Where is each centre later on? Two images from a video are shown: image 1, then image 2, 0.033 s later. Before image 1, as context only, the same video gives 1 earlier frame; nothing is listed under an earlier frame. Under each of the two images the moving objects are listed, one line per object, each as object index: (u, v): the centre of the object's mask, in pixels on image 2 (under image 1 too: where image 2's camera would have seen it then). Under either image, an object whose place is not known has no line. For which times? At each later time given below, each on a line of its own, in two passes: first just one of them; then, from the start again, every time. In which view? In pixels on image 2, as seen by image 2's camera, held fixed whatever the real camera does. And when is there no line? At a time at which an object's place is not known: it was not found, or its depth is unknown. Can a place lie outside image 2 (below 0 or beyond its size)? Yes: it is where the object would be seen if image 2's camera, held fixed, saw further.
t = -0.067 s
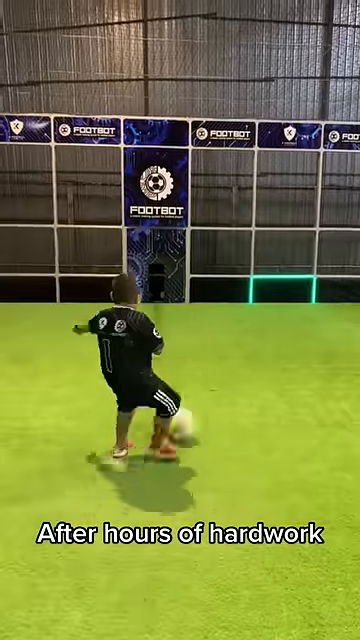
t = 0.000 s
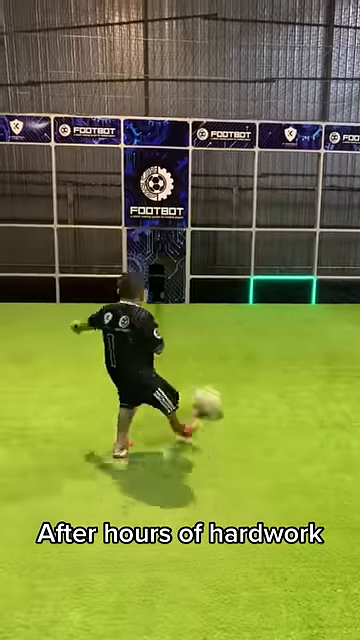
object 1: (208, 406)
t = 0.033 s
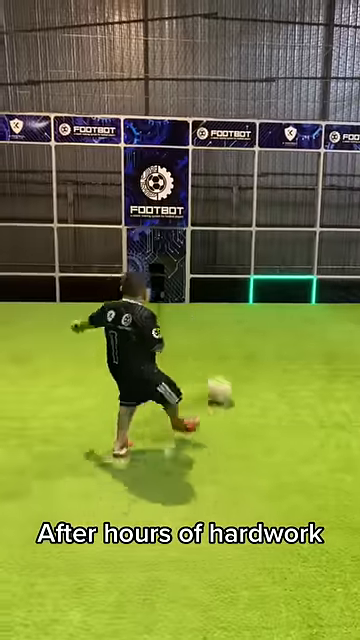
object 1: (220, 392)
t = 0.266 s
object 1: (265, 346)
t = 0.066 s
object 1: (228, 383)
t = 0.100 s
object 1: (236, 376)
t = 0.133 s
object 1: (243, 368)
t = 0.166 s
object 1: (249, 362)
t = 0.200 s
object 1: (255, 355)
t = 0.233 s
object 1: (260, 350)
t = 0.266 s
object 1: (265, 346)
